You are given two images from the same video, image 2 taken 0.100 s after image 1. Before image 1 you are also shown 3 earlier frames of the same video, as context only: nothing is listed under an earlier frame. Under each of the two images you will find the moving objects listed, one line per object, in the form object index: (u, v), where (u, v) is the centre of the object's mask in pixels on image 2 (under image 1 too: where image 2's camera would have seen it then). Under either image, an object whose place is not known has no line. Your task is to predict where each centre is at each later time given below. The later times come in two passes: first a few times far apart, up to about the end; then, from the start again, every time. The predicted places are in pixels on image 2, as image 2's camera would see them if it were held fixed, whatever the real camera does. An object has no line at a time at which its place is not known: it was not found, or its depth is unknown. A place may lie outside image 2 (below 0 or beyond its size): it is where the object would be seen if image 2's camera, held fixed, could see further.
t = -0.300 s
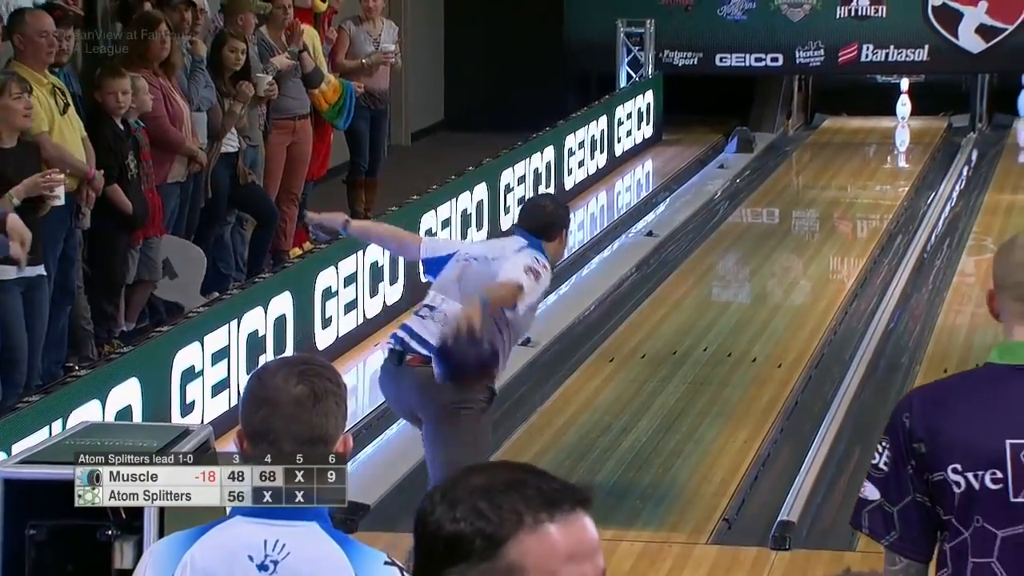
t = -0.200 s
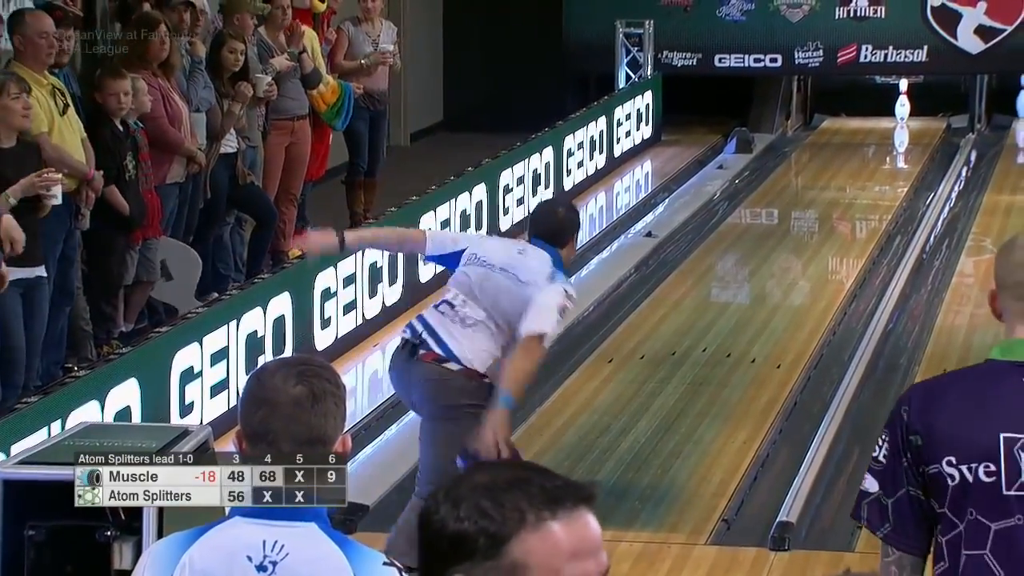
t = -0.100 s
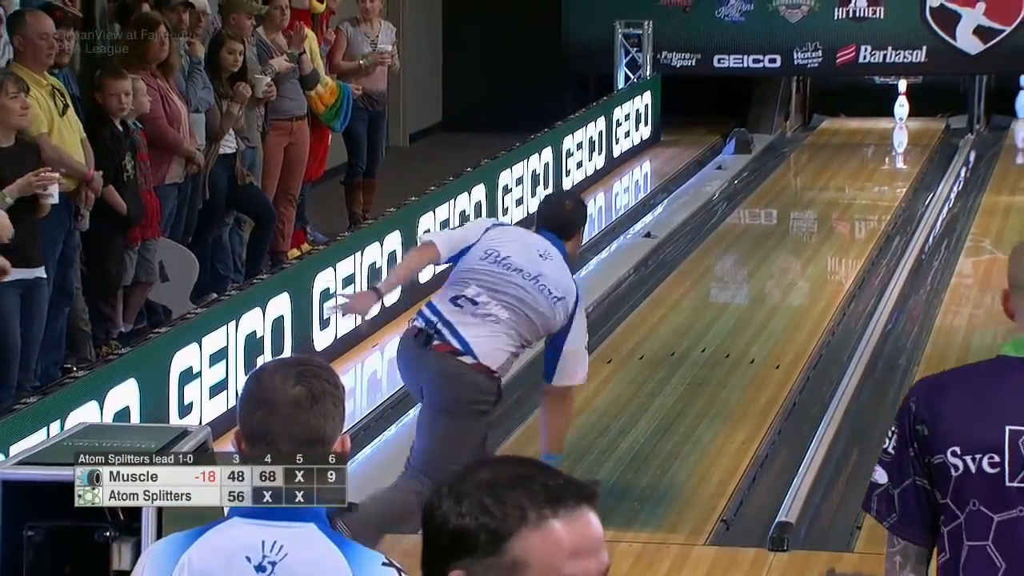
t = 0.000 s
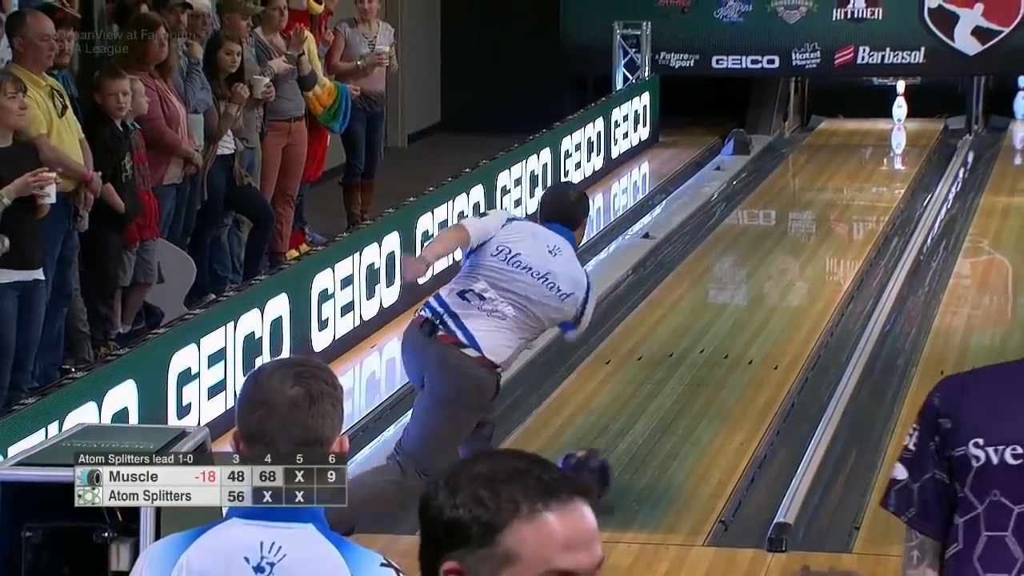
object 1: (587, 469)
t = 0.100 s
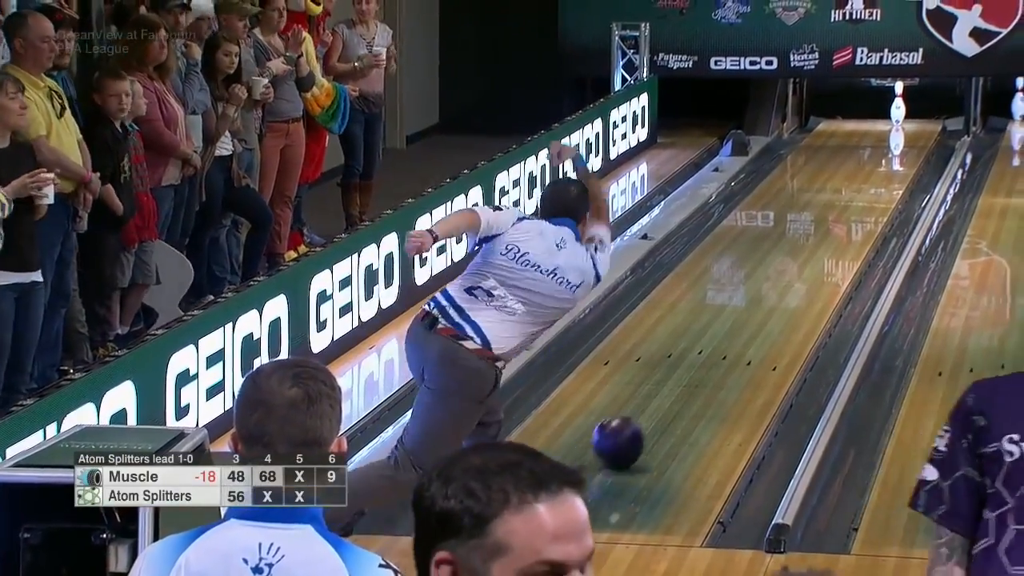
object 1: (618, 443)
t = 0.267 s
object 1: (665, 394)
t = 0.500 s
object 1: (724, 331)
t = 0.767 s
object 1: (776, 275)
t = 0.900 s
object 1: (798, 253)
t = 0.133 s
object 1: (624, 436)
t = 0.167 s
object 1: (635, 425)
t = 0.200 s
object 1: (645, 414)
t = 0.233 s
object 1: (656, 404)
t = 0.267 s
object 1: (665, 394)
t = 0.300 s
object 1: (674, 384)
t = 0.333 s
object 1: (683, 374)
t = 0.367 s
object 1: (697, 361)
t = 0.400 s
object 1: (701, 356)
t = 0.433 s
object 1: (709, 347)
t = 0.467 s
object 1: (717, 339)
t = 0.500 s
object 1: (724, 331)
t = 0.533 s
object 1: (732, 324)
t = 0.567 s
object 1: (739, 316)
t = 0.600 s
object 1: (745, 309)
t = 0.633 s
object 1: (752, 302)
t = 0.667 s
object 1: (758, 294)
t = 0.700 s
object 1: (764, 288)
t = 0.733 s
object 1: (774, 278)
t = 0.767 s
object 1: (776, 275)
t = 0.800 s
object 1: (782, 269)
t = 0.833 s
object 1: (788, 264)
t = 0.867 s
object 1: (793, 258)
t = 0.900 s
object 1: (798, 253)
